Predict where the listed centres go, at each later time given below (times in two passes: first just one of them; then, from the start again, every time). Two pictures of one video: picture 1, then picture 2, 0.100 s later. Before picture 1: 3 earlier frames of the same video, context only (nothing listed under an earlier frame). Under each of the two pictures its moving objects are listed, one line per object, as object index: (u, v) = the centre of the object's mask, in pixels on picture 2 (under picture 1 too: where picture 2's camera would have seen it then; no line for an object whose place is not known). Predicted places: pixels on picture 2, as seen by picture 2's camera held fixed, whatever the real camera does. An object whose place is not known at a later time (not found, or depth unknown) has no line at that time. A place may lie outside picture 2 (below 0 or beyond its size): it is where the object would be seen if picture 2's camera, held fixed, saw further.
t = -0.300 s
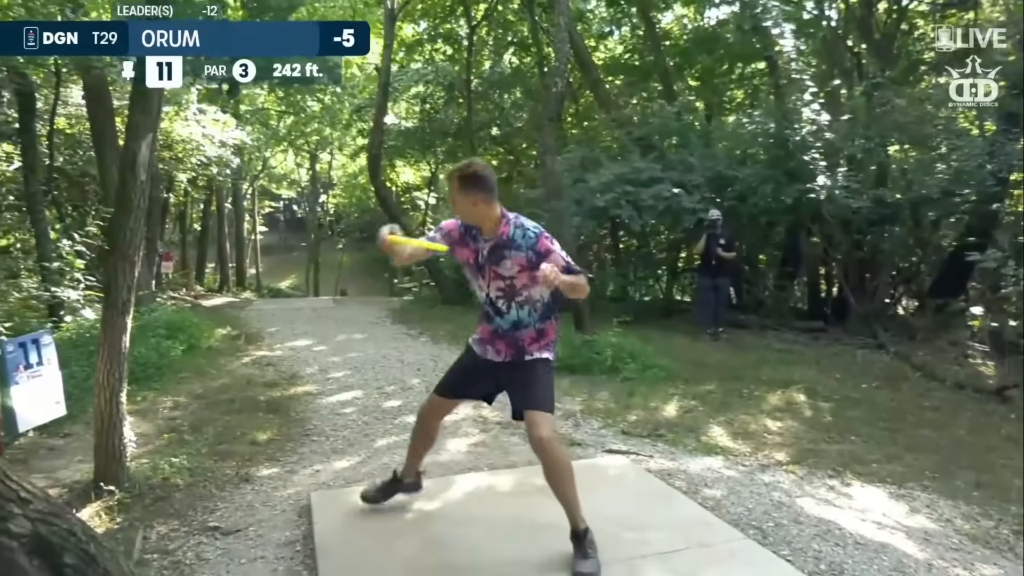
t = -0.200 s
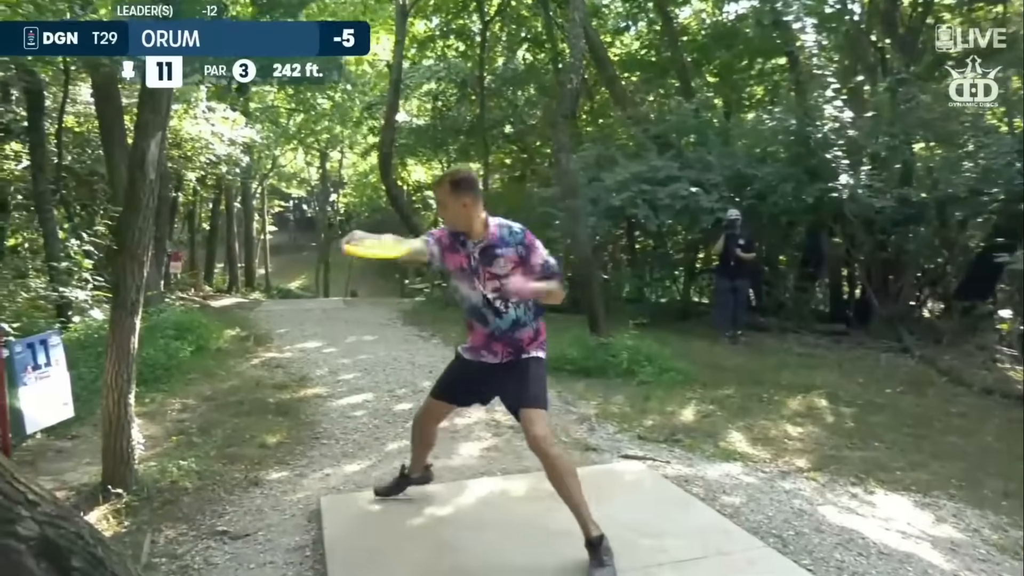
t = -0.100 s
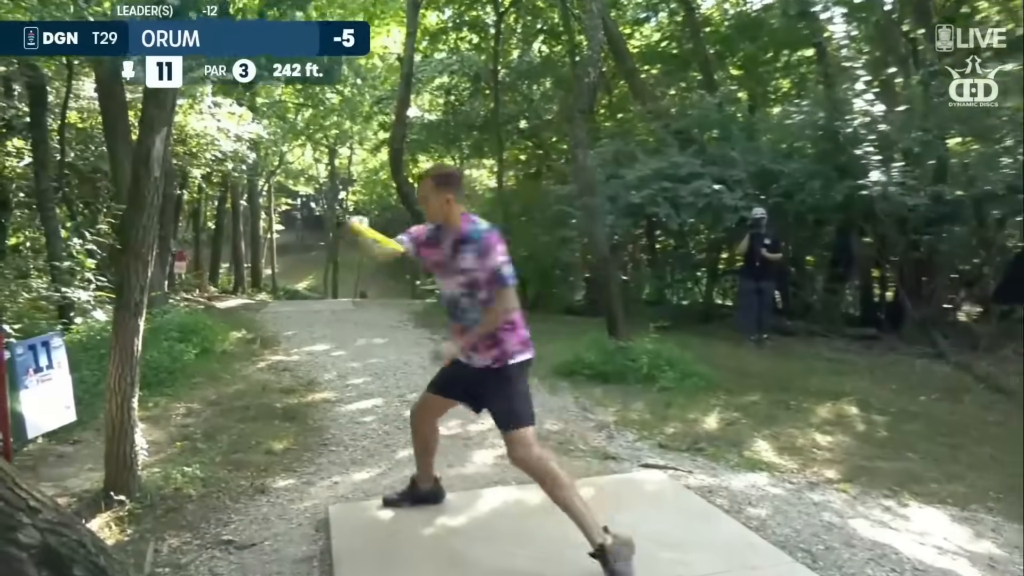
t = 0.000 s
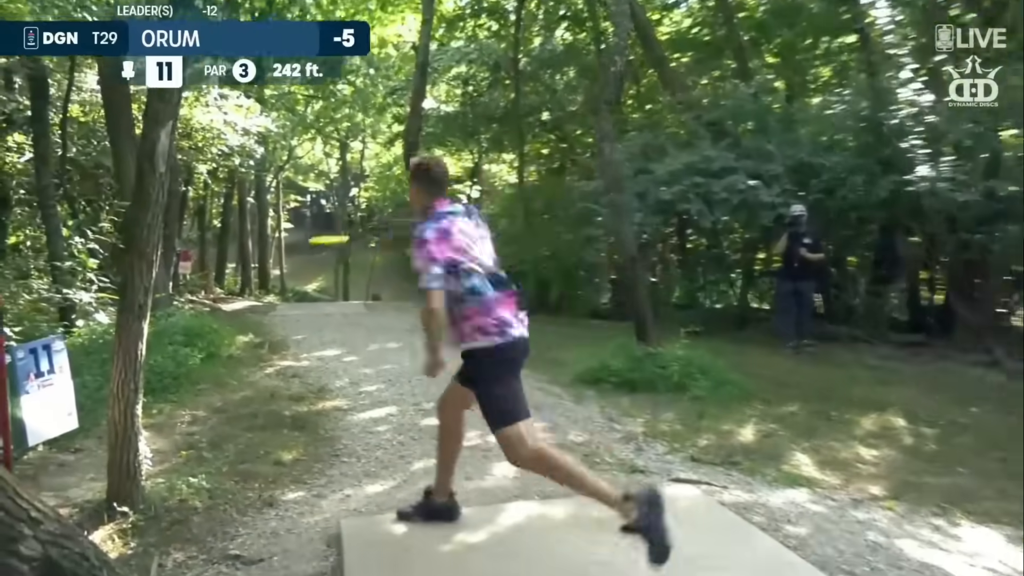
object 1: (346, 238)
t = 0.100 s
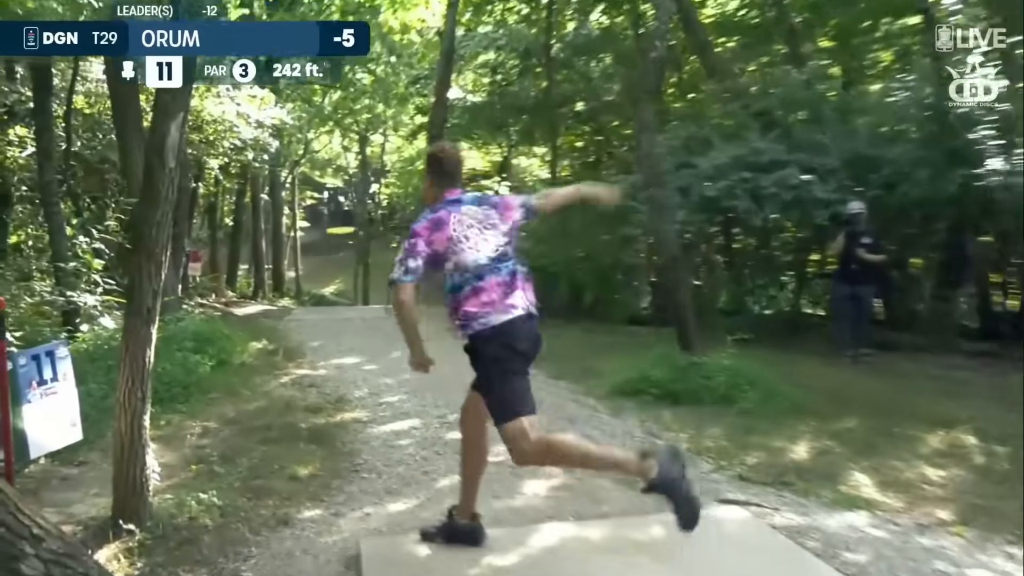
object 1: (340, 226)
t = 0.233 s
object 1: (336, 213)
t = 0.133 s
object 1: (339, 223)
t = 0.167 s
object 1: (338, 218)
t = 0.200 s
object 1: (338, 215)
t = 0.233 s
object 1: (336, 213)
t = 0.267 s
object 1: (335, 210)
